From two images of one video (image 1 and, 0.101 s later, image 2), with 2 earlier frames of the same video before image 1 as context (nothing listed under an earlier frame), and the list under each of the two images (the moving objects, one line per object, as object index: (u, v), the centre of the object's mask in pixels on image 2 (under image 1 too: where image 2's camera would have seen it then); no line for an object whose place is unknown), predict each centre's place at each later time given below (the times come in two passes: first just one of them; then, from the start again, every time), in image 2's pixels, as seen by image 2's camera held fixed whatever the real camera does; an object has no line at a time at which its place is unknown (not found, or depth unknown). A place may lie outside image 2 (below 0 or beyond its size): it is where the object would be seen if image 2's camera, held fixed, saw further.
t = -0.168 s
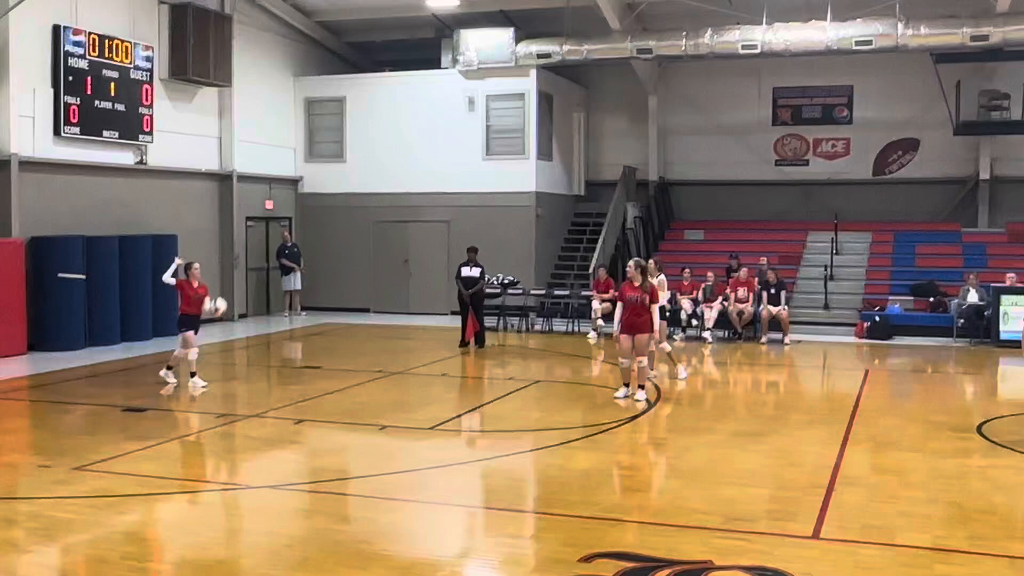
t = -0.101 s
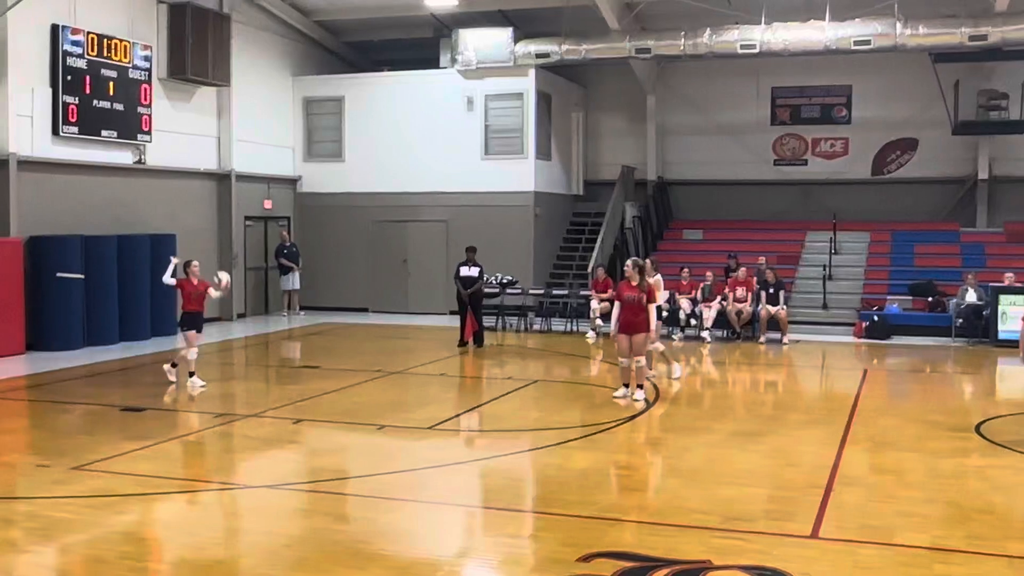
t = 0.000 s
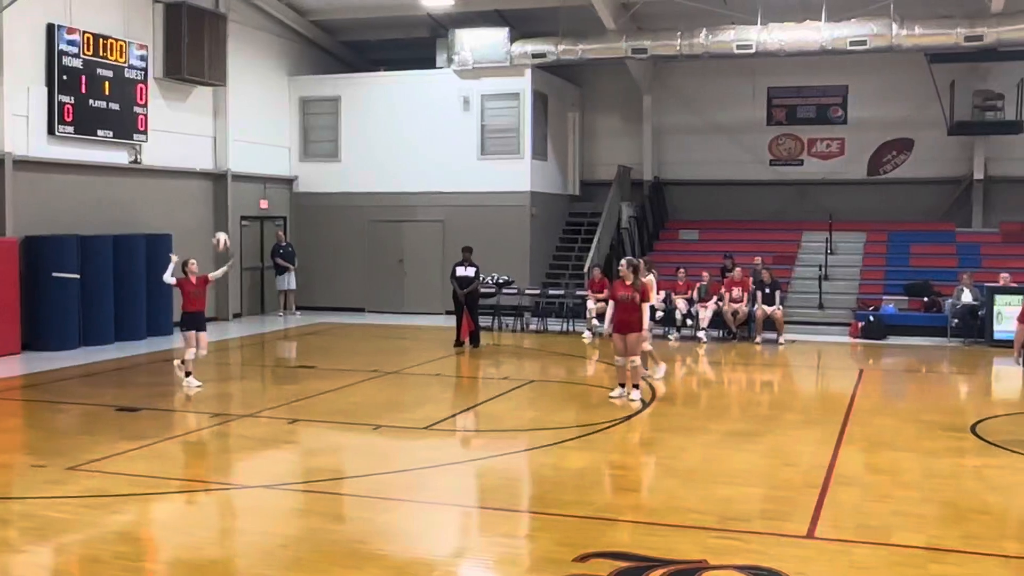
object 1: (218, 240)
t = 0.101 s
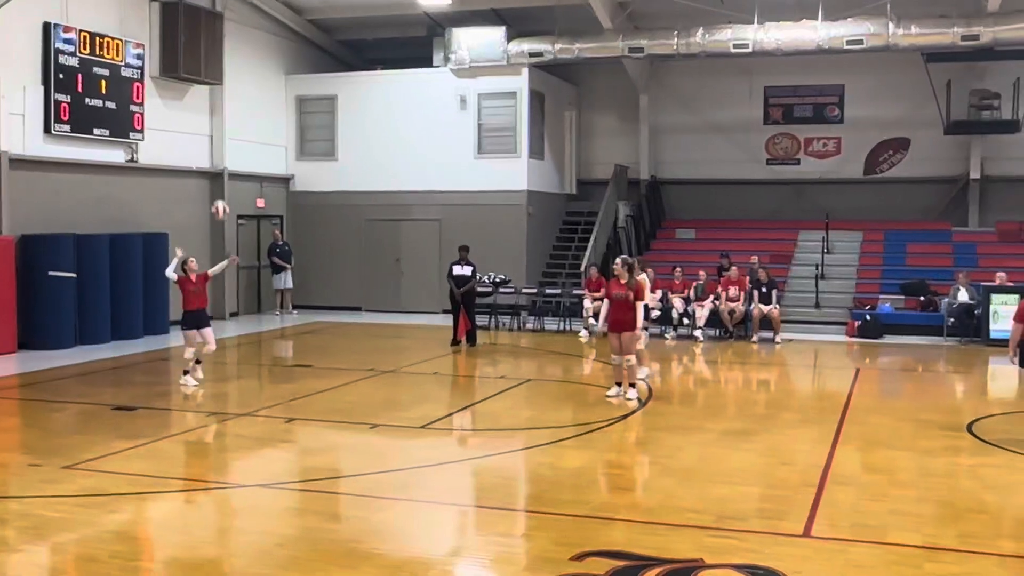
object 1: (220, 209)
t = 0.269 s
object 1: (225, 176)
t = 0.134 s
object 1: (221, 201)
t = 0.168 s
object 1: (222, 194)
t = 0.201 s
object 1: (223, 187)
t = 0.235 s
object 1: (224, 181)
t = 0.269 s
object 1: (225, 176)
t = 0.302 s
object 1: (226, 173)
